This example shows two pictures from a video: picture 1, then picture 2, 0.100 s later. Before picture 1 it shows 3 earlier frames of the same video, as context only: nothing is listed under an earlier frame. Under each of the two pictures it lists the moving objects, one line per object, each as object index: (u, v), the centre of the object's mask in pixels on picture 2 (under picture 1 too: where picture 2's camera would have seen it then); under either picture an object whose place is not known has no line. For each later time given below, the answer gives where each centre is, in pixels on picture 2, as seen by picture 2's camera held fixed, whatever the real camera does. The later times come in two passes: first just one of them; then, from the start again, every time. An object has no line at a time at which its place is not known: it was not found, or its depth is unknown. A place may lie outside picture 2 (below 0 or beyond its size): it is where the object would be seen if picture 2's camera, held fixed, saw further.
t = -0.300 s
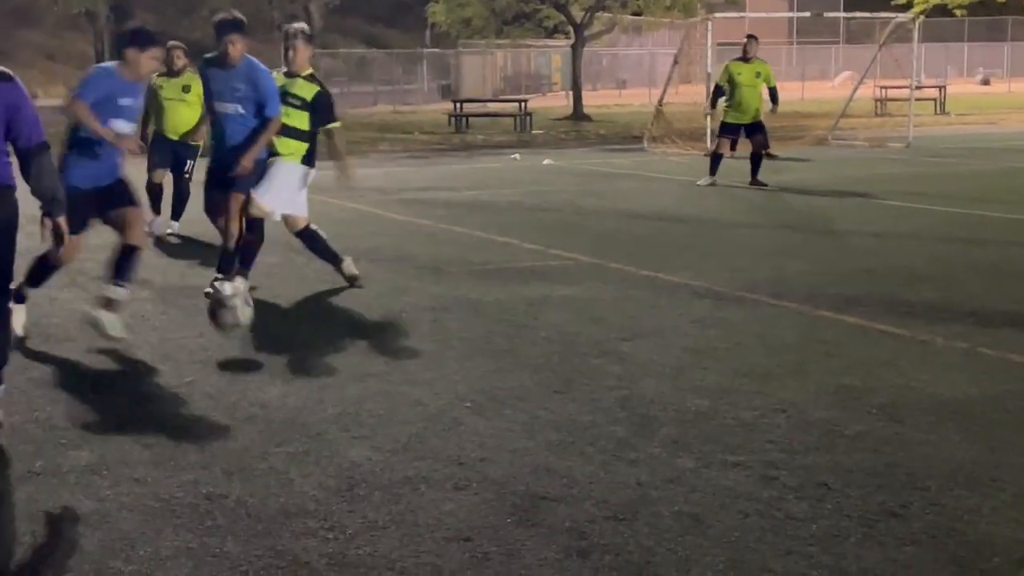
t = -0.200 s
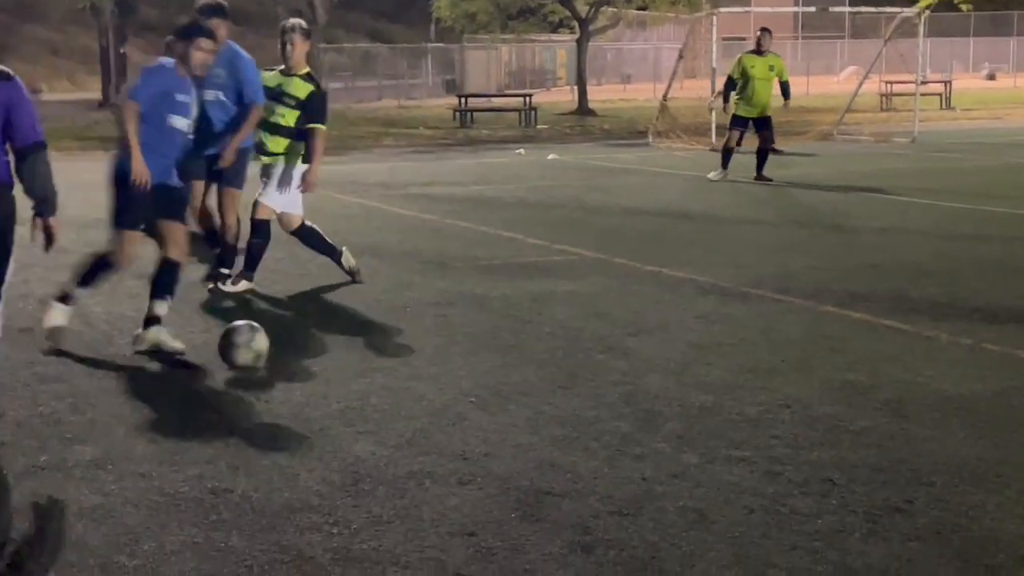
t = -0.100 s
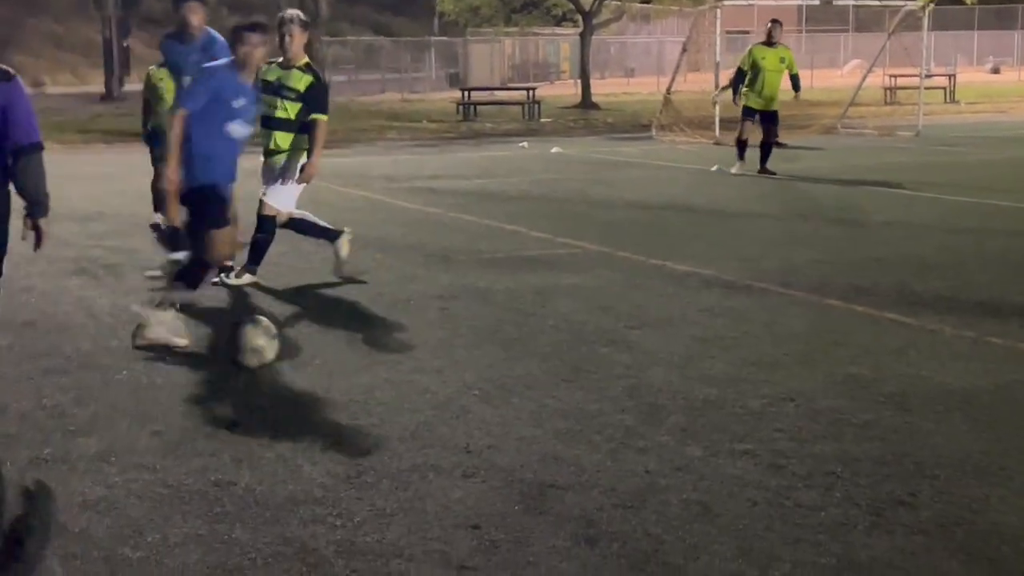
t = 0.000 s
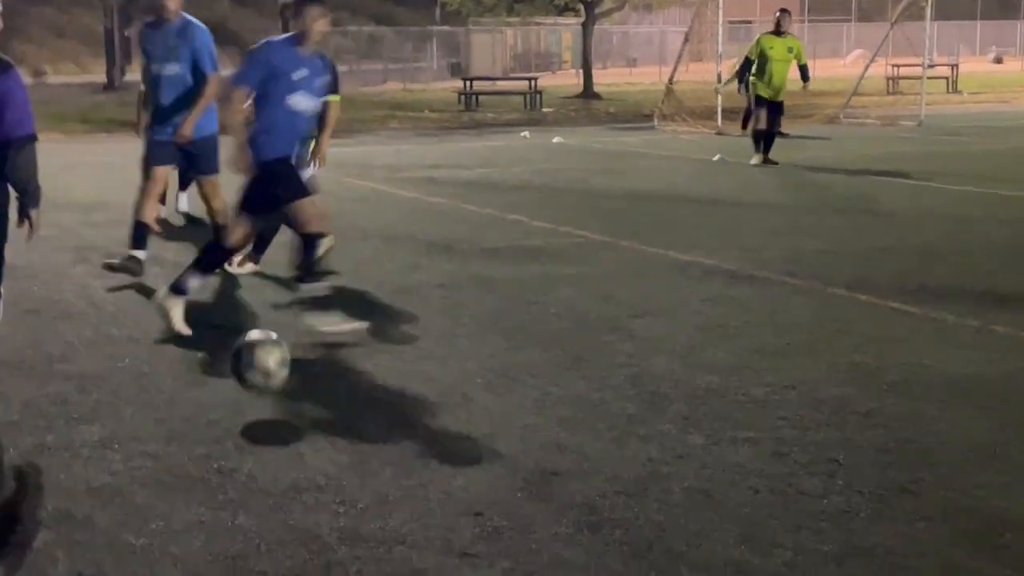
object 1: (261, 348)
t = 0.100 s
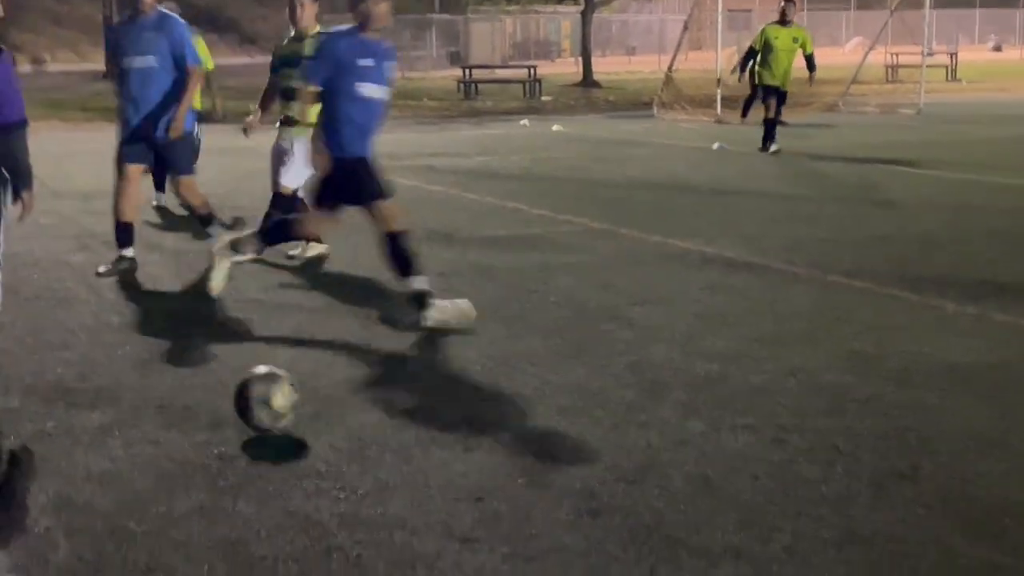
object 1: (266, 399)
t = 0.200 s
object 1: (268, 411)
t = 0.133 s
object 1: (266, 399)
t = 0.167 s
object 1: (268, 404)
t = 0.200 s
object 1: (268, 411)
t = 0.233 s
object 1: (269, 423)
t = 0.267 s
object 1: (271, 439)
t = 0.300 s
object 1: (271, 459)
